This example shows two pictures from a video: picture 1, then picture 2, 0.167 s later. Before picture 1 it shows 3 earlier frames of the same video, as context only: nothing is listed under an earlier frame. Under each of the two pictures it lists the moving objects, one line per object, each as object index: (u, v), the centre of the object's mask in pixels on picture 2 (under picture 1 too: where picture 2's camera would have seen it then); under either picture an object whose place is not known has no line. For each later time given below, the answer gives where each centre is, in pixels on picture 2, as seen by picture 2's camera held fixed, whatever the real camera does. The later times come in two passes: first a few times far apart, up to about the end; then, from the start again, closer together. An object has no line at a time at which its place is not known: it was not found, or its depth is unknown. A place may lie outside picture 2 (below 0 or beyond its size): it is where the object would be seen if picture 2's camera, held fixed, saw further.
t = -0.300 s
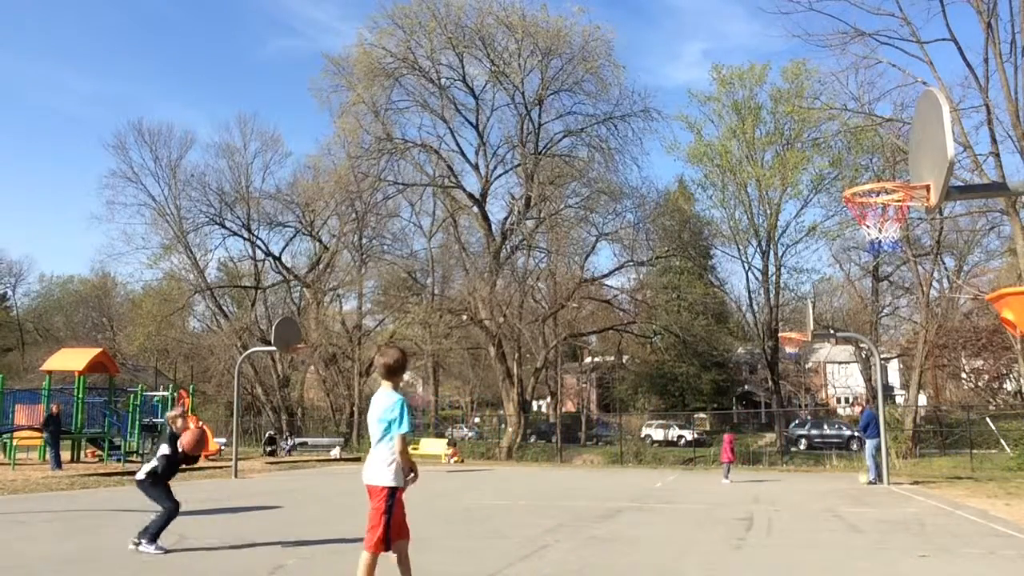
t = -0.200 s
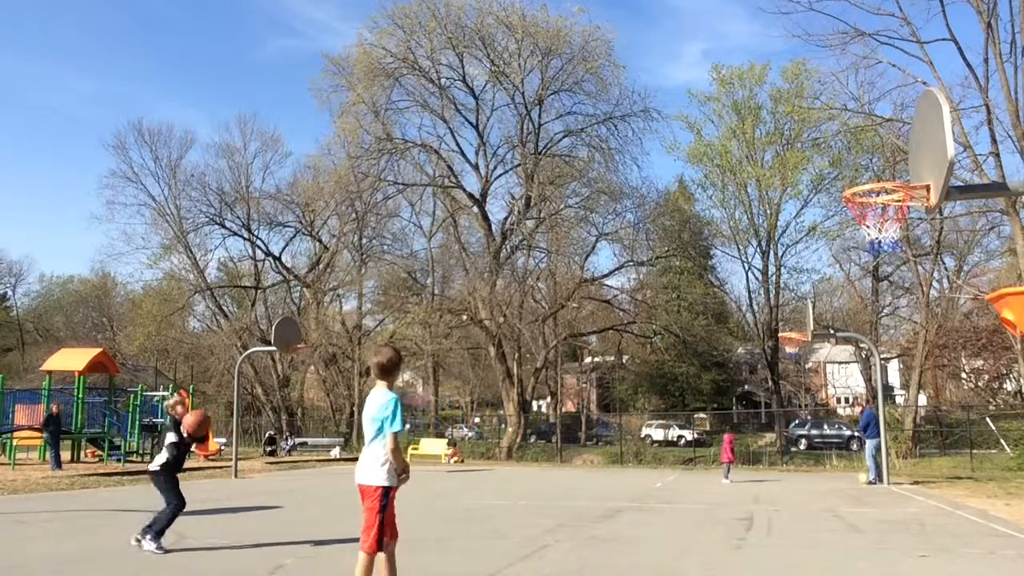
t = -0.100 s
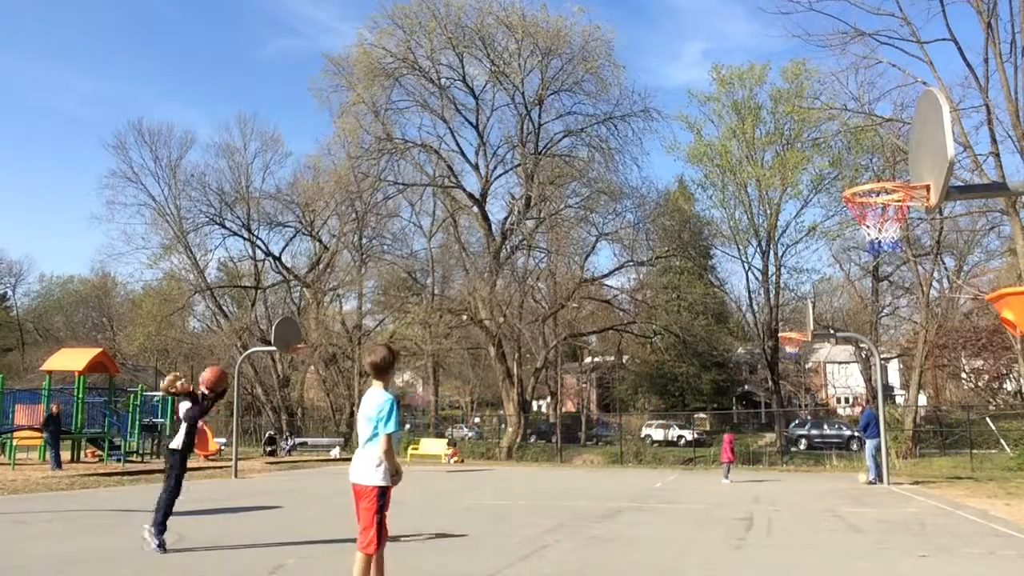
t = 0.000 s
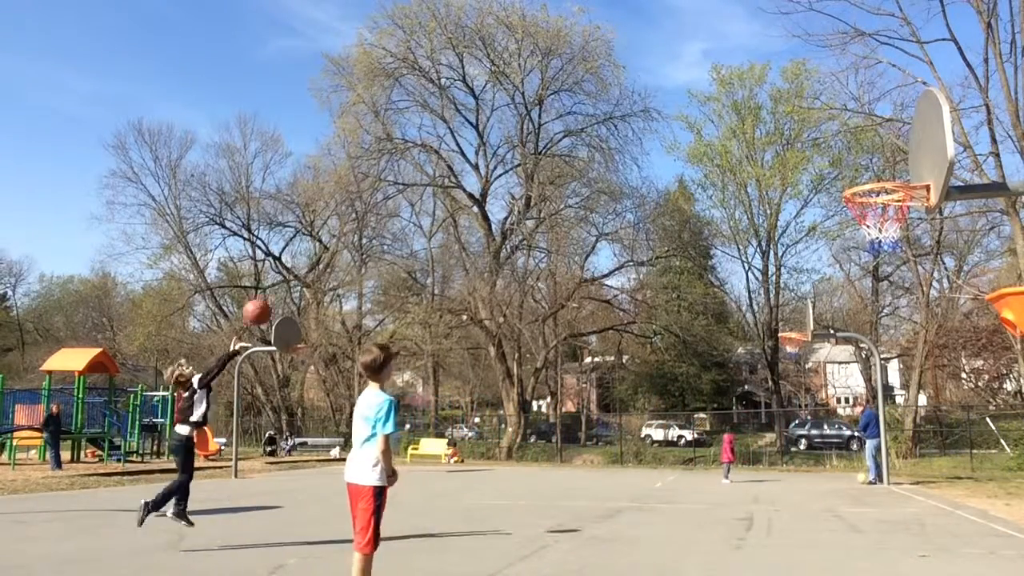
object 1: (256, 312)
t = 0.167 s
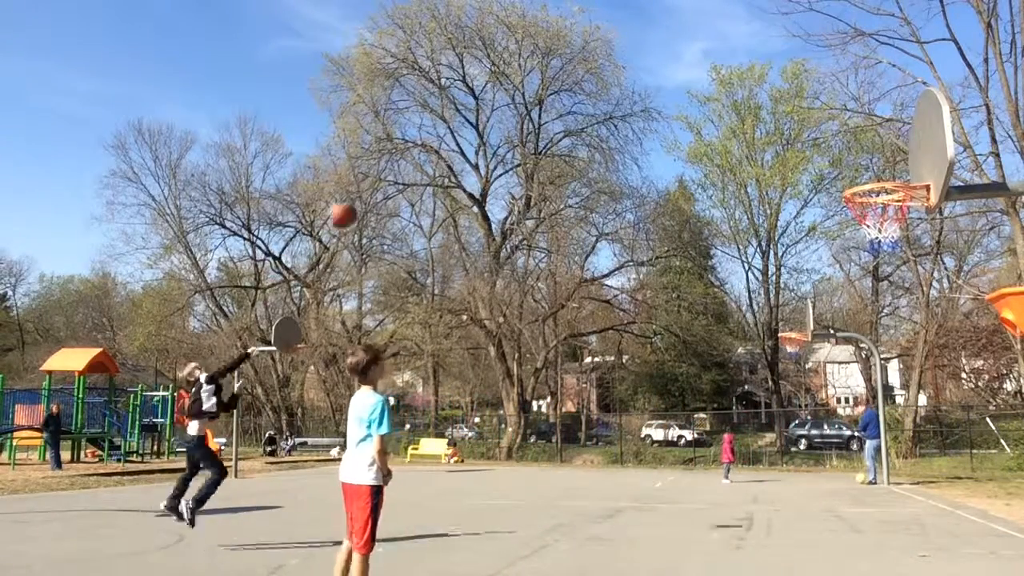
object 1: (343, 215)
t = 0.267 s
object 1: (390, 169)
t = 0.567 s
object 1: (546, 93)
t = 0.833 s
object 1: (696, 105)
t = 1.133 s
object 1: (829, 157)
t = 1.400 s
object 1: (796, 90)
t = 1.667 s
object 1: (772, 105)
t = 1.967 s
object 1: (753, 216)
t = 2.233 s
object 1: (740, 391)
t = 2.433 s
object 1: (736, 522)
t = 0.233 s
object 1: (373, 184)
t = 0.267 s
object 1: (390, 169)
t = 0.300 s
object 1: (408, 156)
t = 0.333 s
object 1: (425, 145)
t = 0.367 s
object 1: (443, 134)
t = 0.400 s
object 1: (459, 124)
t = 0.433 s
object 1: (475, 115)
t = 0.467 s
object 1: (495, 109)
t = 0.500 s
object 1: (511, 102)
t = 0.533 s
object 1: (528, 97)
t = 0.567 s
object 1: (546, 93)
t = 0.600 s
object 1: (564, 90)
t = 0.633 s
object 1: (582, 89)
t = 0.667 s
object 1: (601, 88)
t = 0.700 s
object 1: (619, 89)
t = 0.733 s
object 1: (639, 90)
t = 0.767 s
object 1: (656, 95)
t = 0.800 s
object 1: (677, 100)
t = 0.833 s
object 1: (696, 105)
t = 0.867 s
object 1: (715, 114)
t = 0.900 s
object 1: (735, 122)
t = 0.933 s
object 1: (755, 132)
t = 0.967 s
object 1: (776, 144)
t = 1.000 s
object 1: (797, 156)
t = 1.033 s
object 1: (818, 171)
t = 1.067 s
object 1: (835, 185)
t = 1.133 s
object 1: (829, 157)
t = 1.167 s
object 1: (823, 143)
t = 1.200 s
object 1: (820, 131)
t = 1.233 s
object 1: (815, 122)
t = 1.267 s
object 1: (810, 114)
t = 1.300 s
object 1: (807, 105)
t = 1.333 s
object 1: (805, 101)
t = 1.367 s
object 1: (800, 94)
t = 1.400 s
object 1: (796, 90)
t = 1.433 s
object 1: (793, 88)
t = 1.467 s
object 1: (789, 88)
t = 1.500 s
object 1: (786, 88)
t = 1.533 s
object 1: (783, 89)
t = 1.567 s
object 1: (781, 92)
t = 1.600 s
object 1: (777, 96)
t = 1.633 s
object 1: (774, 101)
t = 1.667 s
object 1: (772, 105)
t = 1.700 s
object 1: (769, 115)
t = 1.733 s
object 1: (767, 123)
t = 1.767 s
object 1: (764, 133)
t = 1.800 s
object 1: (761, 143)
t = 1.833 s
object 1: (759, 156)
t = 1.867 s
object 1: (757, 167)
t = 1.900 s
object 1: (755, 183)
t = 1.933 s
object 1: (754, 198)
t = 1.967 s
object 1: (753, 216)
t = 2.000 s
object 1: (749, 233)
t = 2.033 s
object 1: (748, 252)
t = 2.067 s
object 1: (747, 273)
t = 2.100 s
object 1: (745, 294)
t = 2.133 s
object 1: (743, 317)
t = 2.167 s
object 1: (742, 340)
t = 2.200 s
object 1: (740, 365)
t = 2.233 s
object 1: (740, 391)
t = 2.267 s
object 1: (739, 419)
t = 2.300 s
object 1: (739, 448)
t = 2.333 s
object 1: (739, 479)
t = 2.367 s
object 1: (738, 511)
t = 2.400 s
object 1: (738, 543)
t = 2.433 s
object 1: (736, 522)
